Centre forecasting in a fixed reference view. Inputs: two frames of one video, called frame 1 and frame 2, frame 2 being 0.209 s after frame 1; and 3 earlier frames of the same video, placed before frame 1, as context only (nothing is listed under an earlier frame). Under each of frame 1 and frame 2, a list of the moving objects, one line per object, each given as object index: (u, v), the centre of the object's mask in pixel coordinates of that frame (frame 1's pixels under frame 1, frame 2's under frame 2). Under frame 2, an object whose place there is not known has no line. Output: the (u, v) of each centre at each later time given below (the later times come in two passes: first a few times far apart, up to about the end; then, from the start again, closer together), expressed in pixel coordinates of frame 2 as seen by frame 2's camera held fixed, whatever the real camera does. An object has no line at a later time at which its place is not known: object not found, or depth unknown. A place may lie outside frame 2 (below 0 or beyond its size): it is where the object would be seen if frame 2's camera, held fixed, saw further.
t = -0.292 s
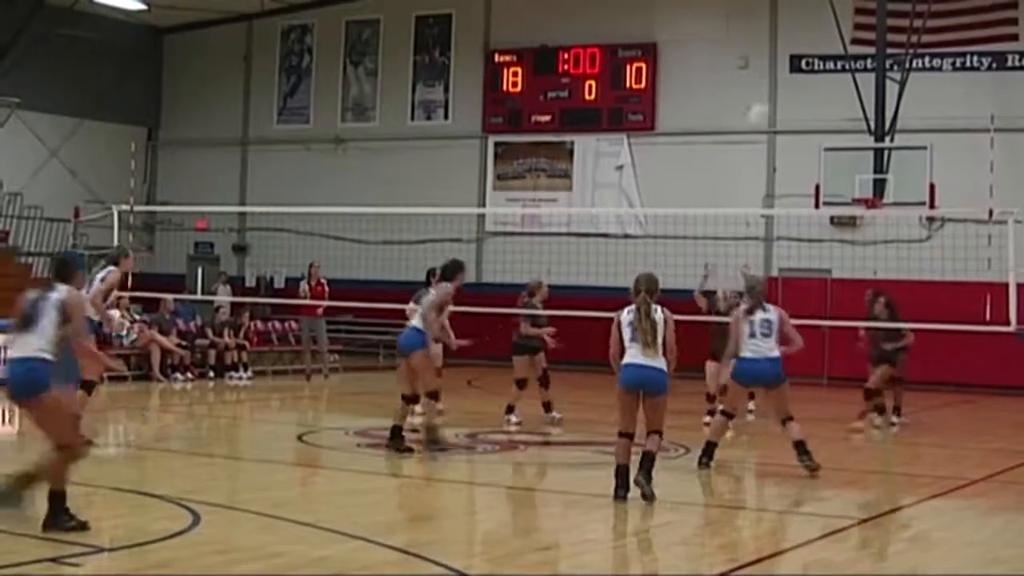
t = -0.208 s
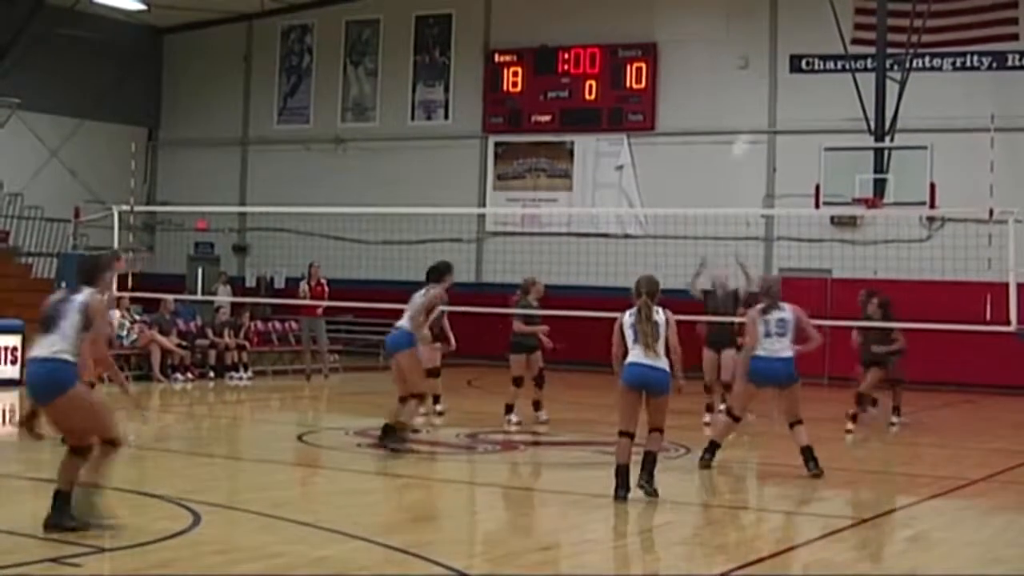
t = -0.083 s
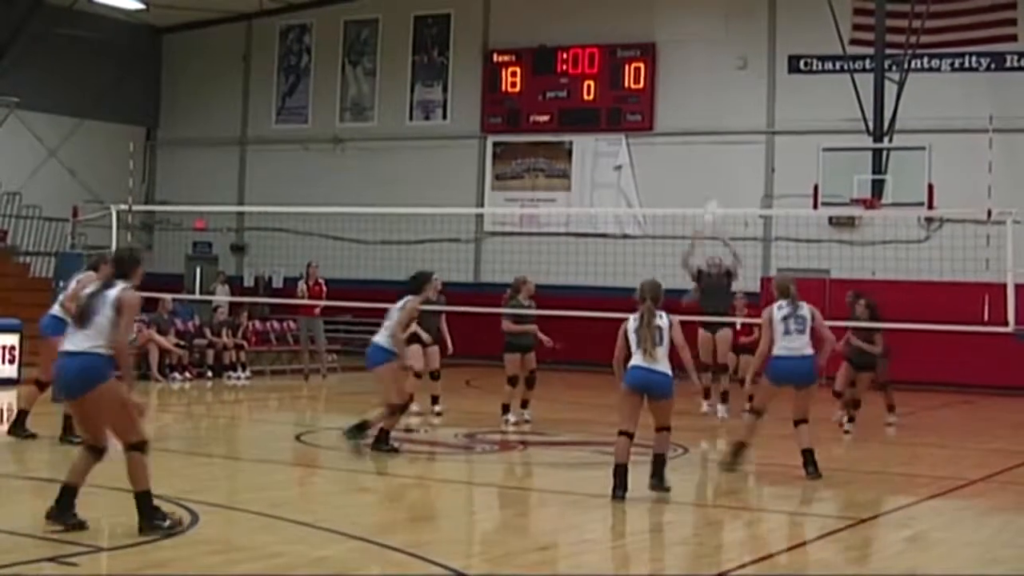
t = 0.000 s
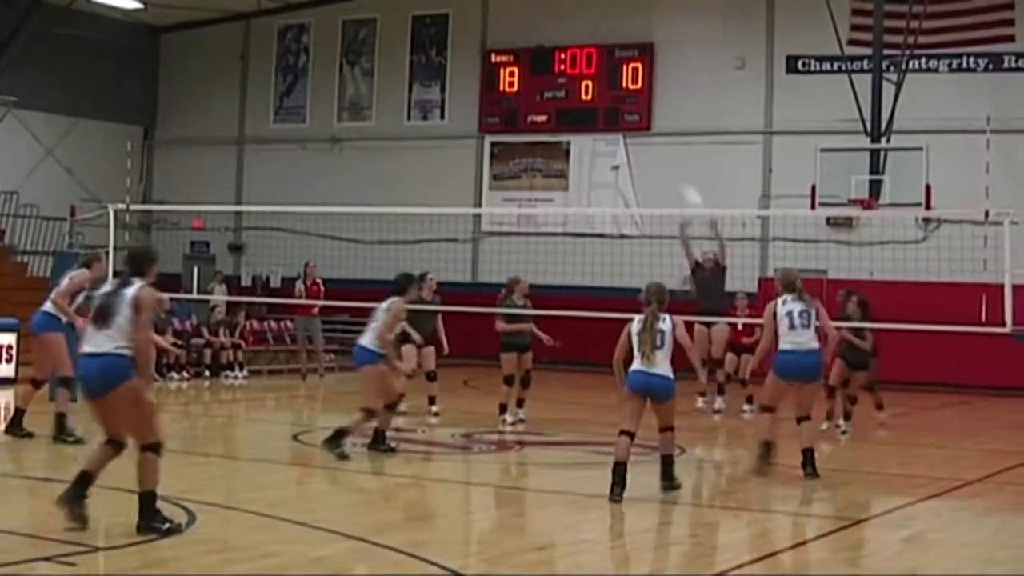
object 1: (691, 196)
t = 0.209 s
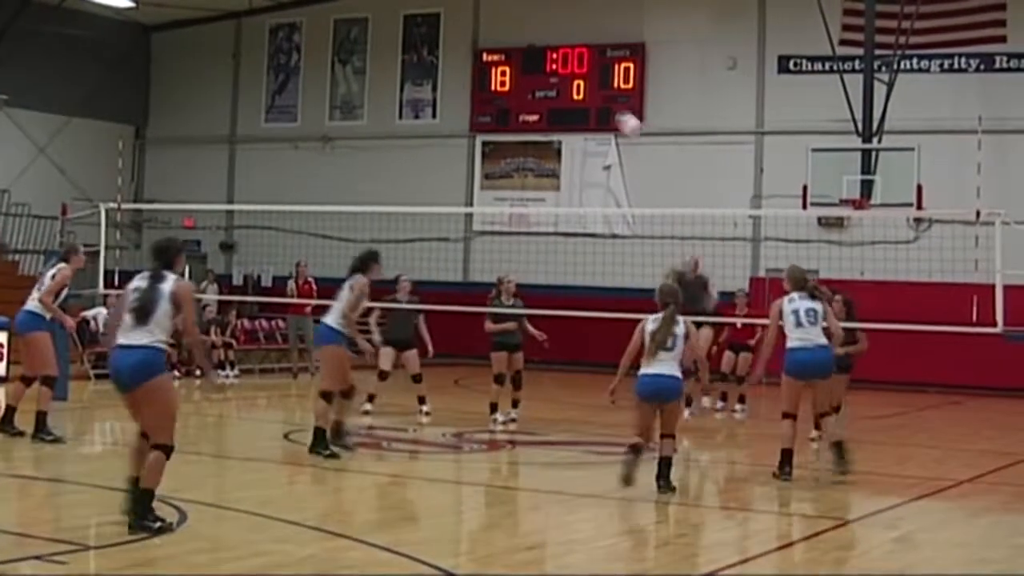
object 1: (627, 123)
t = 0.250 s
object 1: (617, 114)
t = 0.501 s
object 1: (542, 86)
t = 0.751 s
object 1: (449, 130)
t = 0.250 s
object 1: (617, 114)
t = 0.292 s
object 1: (605, 105)
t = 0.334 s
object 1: (595, 99)
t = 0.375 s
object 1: (581, 92)
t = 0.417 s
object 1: (567, 88)
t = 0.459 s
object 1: (555, 85)
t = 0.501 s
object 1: (542, 86)
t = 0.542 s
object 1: (528, 87)
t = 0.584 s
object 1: (514, 92)
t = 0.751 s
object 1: (449, 130)
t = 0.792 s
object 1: (432, 146)
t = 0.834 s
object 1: (413, 166)
